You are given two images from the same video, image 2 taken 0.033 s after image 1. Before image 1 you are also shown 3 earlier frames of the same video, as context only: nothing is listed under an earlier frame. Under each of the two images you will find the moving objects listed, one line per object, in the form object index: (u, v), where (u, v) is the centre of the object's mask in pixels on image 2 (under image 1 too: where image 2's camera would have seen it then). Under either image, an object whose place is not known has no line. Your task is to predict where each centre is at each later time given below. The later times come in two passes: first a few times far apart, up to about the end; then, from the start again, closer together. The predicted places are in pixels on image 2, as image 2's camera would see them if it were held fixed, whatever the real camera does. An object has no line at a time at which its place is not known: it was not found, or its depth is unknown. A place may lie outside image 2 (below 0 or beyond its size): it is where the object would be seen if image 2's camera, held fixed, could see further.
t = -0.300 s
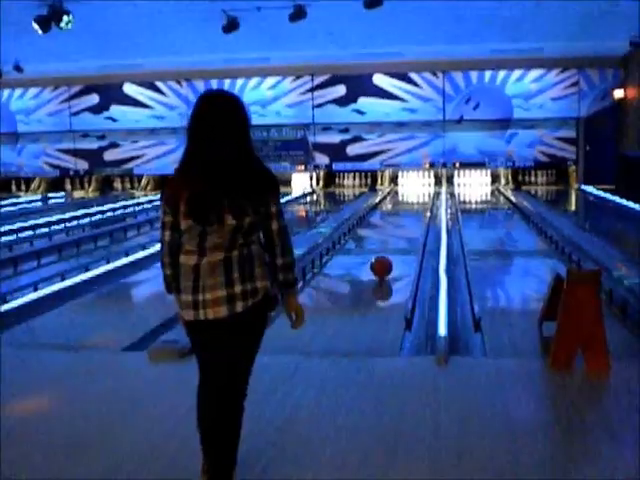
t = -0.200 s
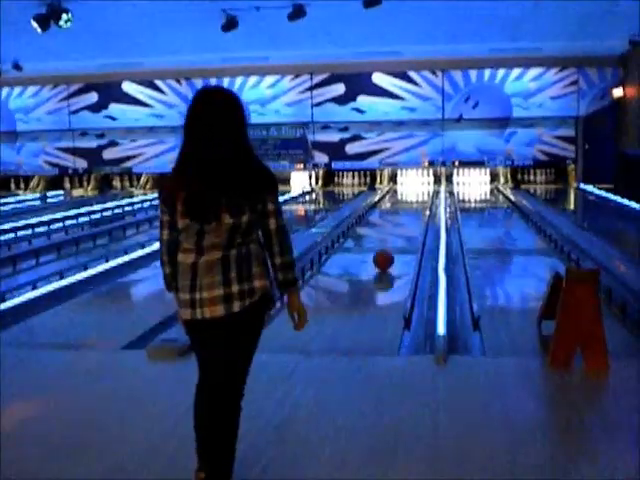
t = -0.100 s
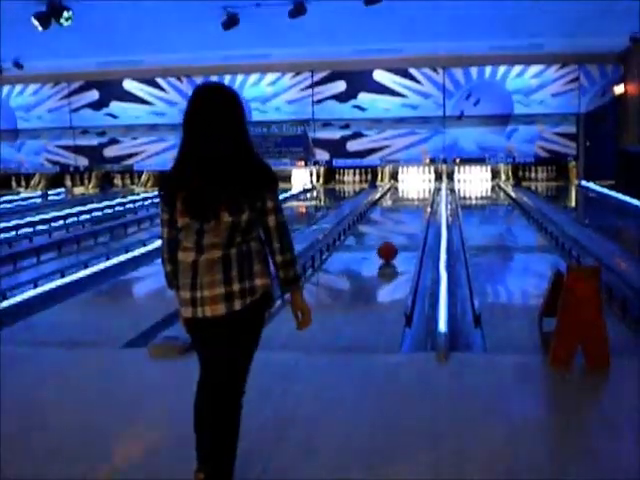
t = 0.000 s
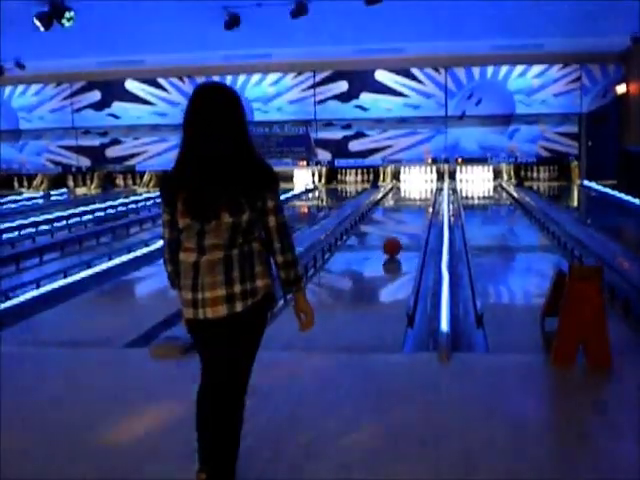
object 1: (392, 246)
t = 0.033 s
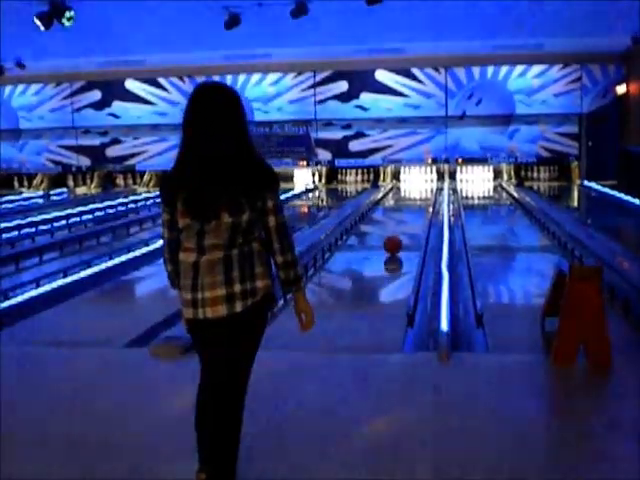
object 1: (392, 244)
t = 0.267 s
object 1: (397, 236)
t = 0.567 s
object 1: (402, 227)
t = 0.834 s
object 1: (406, 219)
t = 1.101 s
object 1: (409, 213)
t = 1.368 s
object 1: (411, 209)
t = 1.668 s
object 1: (413, 206)
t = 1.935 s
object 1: (414, 201)
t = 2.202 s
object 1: (414, 197)
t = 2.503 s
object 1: (415, 194)
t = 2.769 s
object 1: (415, 191)
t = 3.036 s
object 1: (414, 189)
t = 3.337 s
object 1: (414, 186)
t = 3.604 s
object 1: (413, 185)
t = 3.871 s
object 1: (412, 183)
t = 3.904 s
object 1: (412, 183)
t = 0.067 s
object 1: (393, 243)
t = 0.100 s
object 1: (394, 242)
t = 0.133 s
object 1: (395, 241)
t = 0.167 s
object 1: (395, 239)
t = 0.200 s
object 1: (396, 238)
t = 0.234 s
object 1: (397, 237)
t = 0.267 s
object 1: (397, 236)
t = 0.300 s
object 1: (398, 235)
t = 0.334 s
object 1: (399, 233)
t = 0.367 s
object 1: (399, 233)
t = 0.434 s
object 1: (400, 230)
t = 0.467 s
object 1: (401, 229)
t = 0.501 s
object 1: (401, 228)
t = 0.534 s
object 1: (402, 227)
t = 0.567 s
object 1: (402, 227)
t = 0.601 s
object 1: (403, 226)
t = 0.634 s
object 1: (403, 225)
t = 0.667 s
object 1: (404, 223)
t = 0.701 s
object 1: (404, 223)
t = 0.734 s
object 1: (405, 222)
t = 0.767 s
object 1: (405, 221)
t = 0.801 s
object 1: (405, 220)
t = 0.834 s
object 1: (406, 219)
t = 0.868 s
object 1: (406, 218)
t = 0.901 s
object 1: (406, 217)
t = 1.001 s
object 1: (407, 215)
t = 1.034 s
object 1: (408, 215)
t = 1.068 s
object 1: (408, 214)
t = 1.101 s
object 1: (409, 213)
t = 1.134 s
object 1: (409, 213)
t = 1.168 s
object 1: (409, 212)
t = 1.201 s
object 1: (410, 212)
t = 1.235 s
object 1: (410, 211)
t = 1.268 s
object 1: (410, 211)
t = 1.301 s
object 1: (411, 210)
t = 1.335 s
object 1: (411, 210)
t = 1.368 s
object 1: (411, 209)
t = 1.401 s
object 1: (411, 208)
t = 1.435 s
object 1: (411, 208)
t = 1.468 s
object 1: (412, 207)
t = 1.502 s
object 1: (411, 207)
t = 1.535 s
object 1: (412, 206)
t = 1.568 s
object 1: (412, 206)
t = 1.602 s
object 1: (412, 206)
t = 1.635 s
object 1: (412, 206)
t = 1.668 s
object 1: (413, 206)
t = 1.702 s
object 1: (413, 205)
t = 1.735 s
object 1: (413, 204)
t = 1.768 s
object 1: (413, 204)
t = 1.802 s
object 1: (414, 203)
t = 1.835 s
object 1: (413, 203)
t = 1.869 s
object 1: (414, 202)
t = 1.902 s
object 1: (413, 202)
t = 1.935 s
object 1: (414, 201)
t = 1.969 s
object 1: (414, 200)
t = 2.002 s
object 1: (414, 199)
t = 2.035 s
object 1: (414, 199)
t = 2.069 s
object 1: (414, 199)
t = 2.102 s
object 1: (414, 198)
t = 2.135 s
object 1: (414, 198)
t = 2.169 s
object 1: (414, 198)
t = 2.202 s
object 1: (414, 197)
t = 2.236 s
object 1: (415, 197)
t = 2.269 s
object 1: (415, 197)
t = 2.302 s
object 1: (415, 196)
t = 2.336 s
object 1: (415, 195)
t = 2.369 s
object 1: (415, 195)
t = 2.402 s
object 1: (415, 194)
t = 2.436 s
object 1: (415, 194)
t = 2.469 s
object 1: (415, 194)
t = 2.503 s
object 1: (415, 194)
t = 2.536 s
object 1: (415, 193)
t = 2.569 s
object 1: (415, 193)
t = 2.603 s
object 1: (415, 193)
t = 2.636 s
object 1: (415, 192)
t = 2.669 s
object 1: (415, 192)
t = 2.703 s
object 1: (415, 192)
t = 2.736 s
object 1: (415, 191)
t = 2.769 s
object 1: (415, 191)
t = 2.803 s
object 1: (415, 191)
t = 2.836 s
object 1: (415, 191)
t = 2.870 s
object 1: (415, 190)
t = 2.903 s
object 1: (415, 190)
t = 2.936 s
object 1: (415, 189)
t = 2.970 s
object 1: (415, 190)
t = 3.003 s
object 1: (415, 189)
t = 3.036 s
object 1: (414, 189)
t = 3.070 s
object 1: (415, 188)
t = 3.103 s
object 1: (414, 188)
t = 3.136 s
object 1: (415, 188)
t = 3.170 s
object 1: (414, 188)
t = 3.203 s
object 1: (414, 187)
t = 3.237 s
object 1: (414, 187)
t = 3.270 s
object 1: (414, 187)
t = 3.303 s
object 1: (414, 187)
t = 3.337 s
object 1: (414, 186)
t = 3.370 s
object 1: (414, 186)
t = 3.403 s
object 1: (413, 186)
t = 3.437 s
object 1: (414, 186)
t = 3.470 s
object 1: (413, 186)
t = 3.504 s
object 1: (413, 186)
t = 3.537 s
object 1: (413, 185)
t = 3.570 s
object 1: (413, 185)
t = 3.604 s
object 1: (413, 185)
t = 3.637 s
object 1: (413, 185)
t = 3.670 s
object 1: (413, 185)
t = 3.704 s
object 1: (413, 185)
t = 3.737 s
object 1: (413, 184)
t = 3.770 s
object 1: (413, 184)
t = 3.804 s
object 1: (413, 184)
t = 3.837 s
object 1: (413, 184)
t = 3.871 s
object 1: (412, 183)
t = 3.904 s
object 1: (412, 183)
